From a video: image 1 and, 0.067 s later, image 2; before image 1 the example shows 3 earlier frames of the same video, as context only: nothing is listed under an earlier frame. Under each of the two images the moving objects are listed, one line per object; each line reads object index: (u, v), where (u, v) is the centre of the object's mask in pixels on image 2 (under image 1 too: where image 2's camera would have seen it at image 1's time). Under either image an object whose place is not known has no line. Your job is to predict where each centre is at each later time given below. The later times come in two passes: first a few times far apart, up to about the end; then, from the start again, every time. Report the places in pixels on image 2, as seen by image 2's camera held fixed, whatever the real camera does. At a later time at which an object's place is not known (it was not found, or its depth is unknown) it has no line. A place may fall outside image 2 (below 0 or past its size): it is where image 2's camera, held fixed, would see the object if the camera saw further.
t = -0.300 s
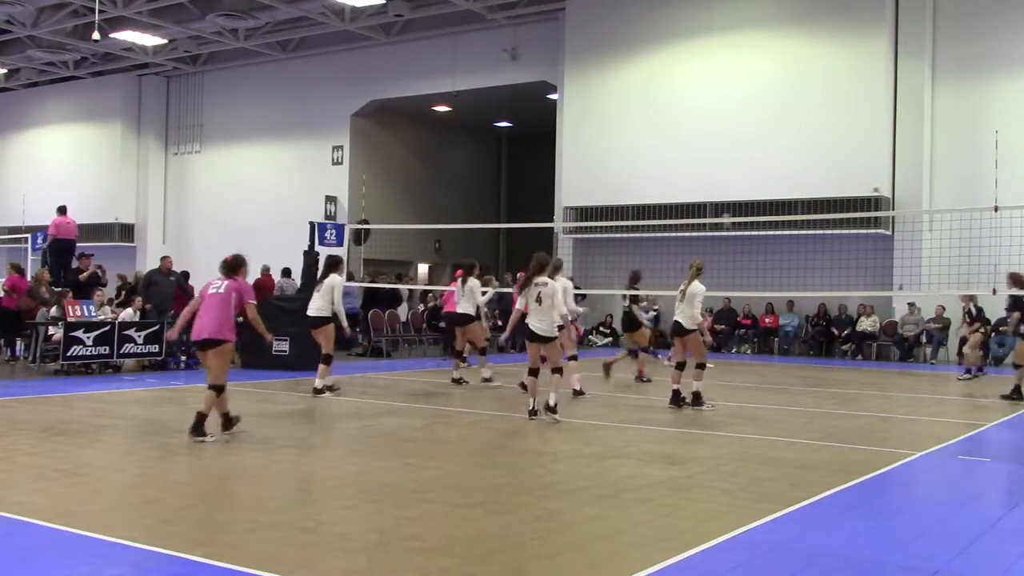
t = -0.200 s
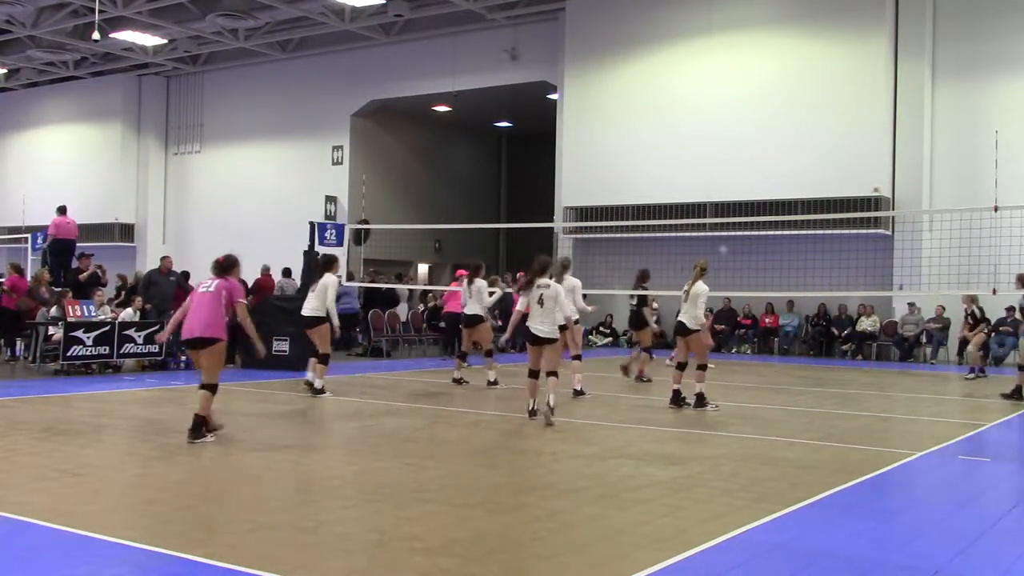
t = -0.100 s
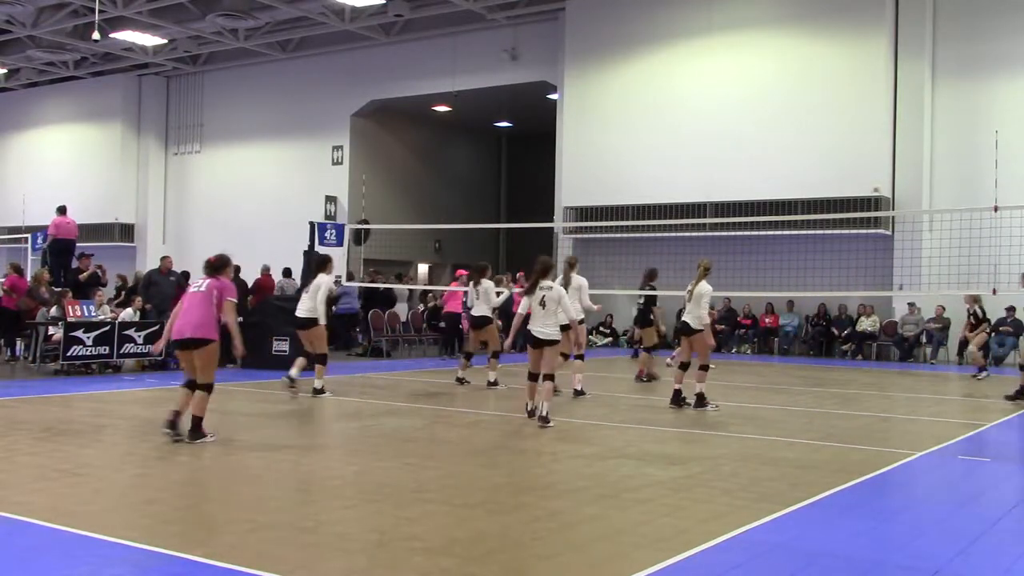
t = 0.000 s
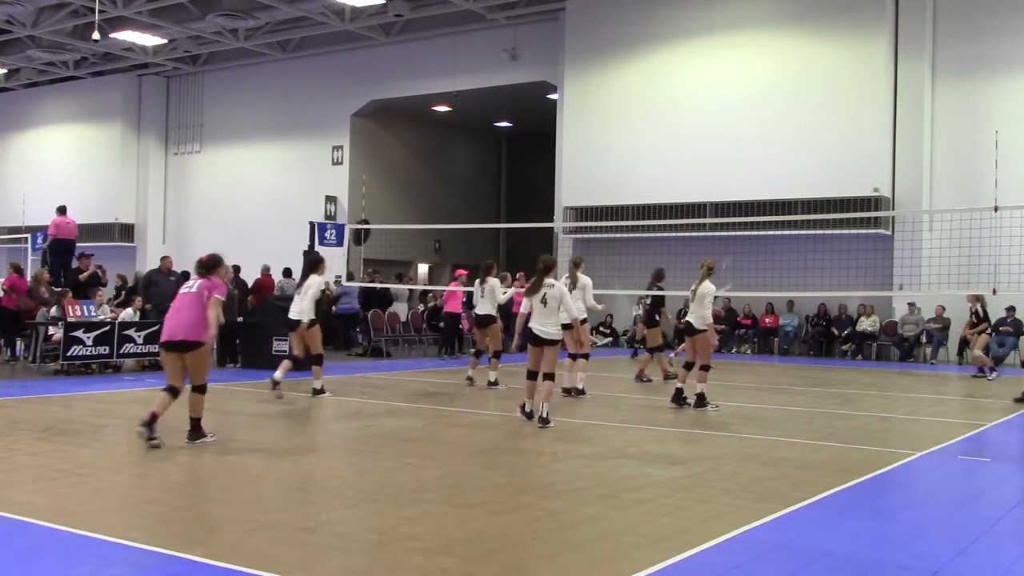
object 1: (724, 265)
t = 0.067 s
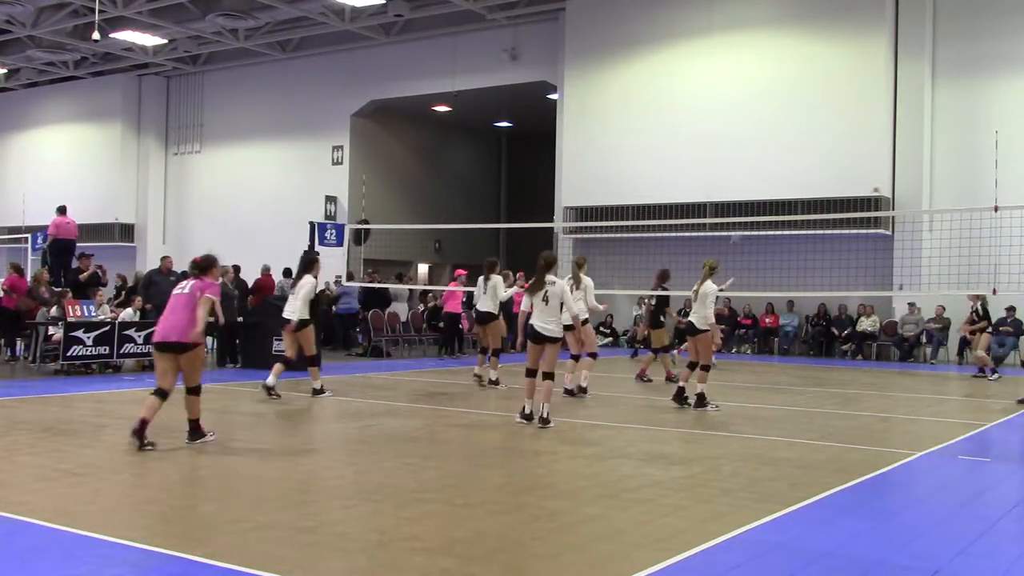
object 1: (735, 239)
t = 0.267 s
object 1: (761, 170)
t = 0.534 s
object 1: (791, 110)
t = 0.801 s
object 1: (821, 87)
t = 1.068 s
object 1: (850, 104)
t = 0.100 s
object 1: (740, 226)
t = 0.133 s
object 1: (745, 211)
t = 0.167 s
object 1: (748, 202)
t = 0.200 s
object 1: (753, 190)
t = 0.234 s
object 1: (757, 179)
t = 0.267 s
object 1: (761, 170)
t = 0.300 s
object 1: (764, 160)
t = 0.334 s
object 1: (769, 151)
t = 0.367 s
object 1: (773, 143)
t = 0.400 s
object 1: (776, 135)
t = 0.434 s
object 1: (780, 128)
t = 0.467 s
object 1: (784, 122)
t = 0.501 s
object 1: (788, 115)
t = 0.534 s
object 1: (791, 110)
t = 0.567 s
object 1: (795, 105)
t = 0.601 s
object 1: (799, 101)
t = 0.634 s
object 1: (803, 97)
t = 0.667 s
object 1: (806, 94)
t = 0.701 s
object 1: (810, 91)
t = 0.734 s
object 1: (814, 89)
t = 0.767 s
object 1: (818, 88)
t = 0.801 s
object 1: (821, 87)
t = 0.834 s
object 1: (825, 87)
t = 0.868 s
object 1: (828, 88)
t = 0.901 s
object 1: (832, 89)
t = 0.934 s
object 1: (835, 91)
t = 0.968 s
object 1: (838, 93)
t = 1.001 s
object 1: (843, 96)
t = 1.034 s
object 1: (846, 99)
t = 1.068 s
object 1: (850, 104)
